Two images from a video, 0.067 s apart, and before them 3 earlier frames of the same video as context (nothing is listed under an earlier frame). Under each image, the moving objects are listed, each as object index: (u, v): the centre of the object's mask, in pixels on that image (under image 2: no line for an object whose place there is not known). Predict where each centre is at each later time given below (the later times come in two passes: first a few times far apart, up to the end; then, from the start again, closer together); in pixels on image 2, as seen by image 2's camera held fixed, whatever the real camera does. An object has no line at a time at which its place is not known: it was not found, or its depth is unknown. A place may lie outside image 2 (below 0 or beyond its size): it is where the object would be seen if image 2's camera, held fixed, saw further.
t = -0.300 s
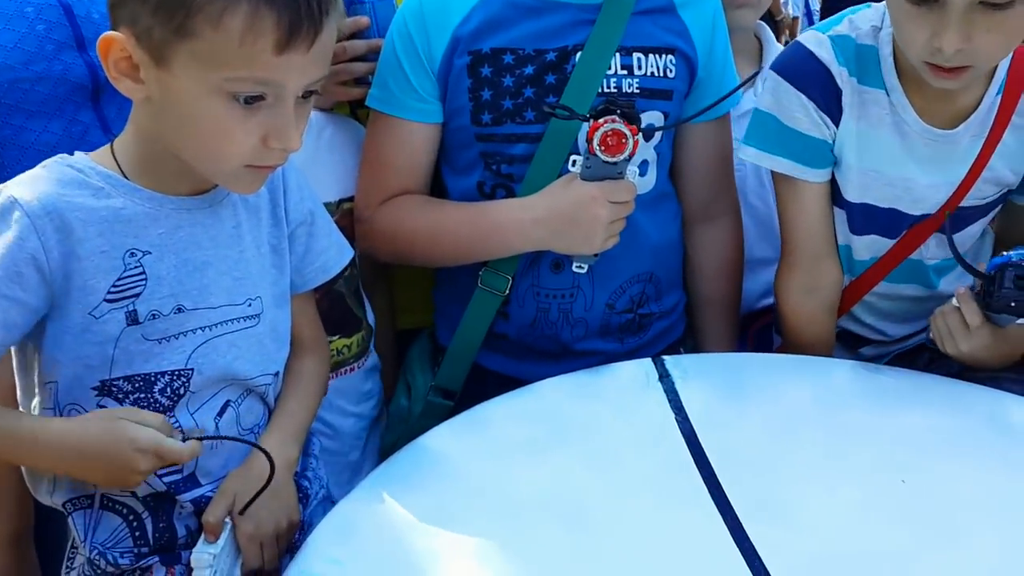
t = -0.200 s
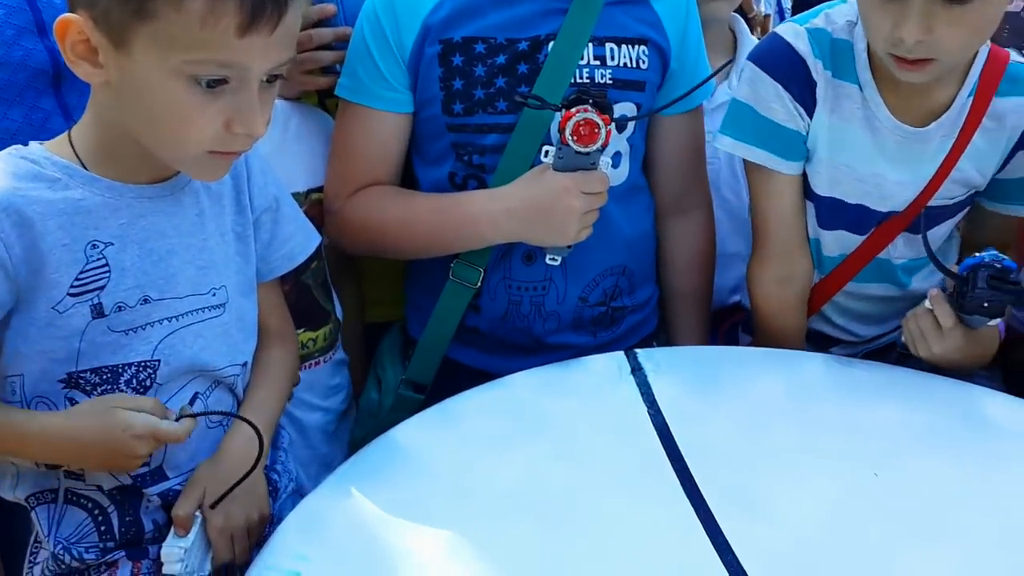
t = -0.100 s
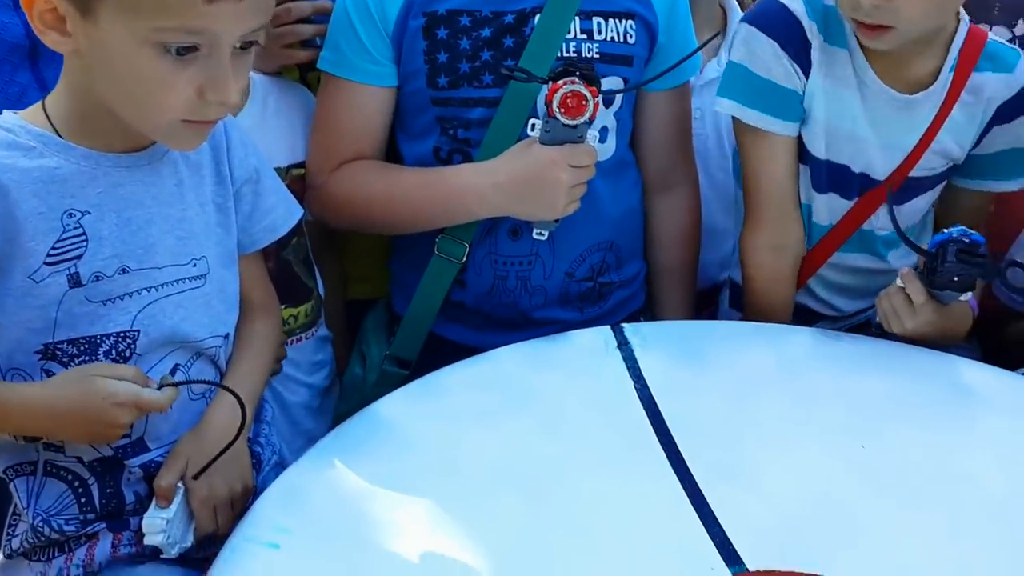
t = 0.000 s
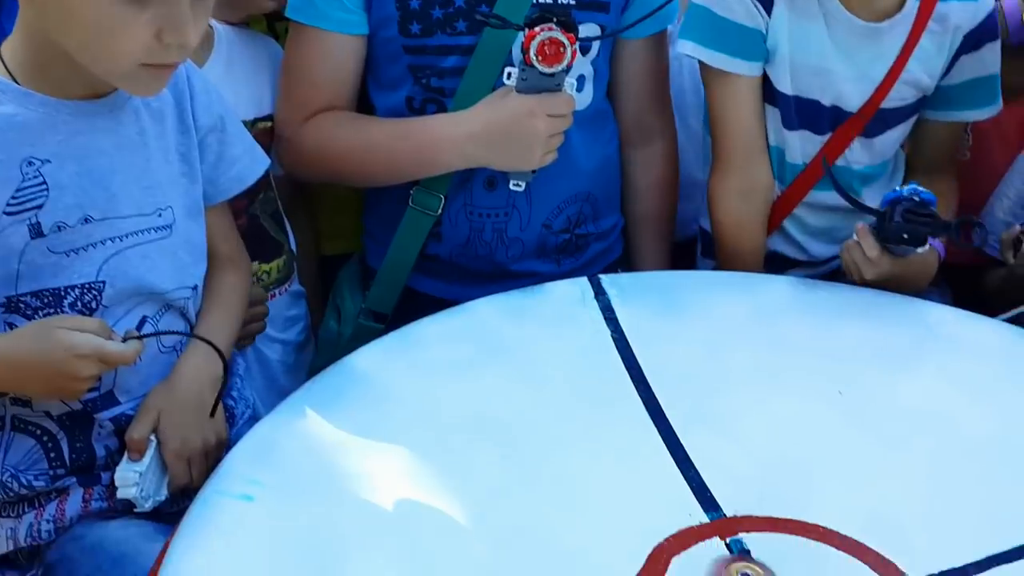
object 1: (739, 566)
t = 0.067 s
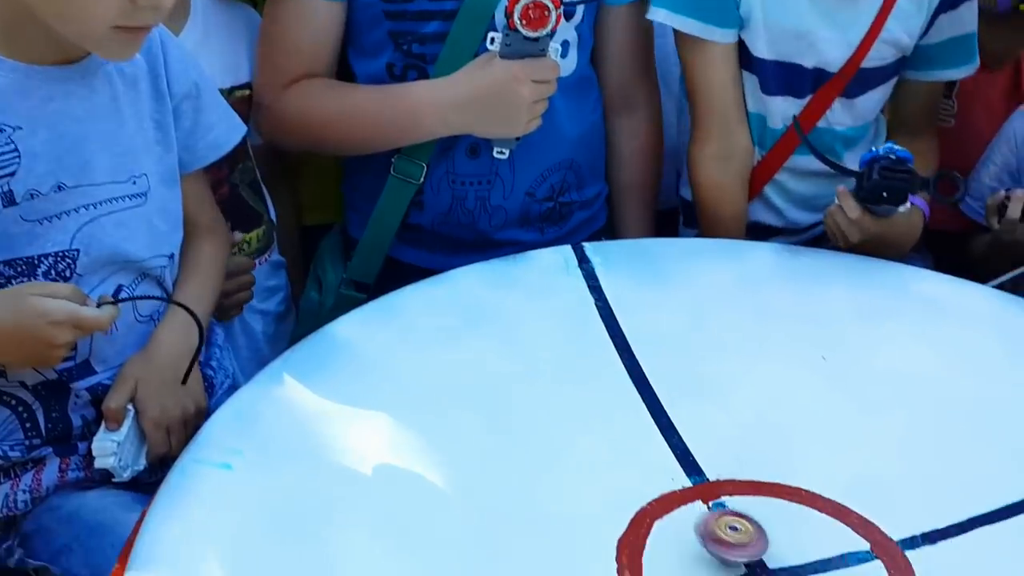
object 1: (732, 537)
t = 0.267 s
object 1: (756, 513)
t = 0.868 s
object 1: (859, 505)
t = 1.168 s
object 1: (897, 534)
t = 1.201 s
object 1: (900, 539)
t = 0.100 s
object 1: (734, 532)
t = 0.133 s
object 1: (737, 528)
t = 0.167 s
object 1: (742, 524)
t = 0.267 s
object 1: (756, 513)
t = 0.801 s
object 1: (849, 503)
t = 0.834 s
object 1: (853, 503)
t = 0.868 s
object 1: (859, 505)
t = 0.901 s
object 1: (864, 508)
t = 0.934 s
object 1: (870, 510)
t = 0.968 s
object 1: (875, 512)
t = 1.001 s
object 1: (880, 516)
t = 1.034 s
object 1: (885, 519)
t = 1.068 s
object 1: (888, 522)
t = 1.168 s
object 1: (897, 534)
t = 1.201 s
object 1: (900, 539)
